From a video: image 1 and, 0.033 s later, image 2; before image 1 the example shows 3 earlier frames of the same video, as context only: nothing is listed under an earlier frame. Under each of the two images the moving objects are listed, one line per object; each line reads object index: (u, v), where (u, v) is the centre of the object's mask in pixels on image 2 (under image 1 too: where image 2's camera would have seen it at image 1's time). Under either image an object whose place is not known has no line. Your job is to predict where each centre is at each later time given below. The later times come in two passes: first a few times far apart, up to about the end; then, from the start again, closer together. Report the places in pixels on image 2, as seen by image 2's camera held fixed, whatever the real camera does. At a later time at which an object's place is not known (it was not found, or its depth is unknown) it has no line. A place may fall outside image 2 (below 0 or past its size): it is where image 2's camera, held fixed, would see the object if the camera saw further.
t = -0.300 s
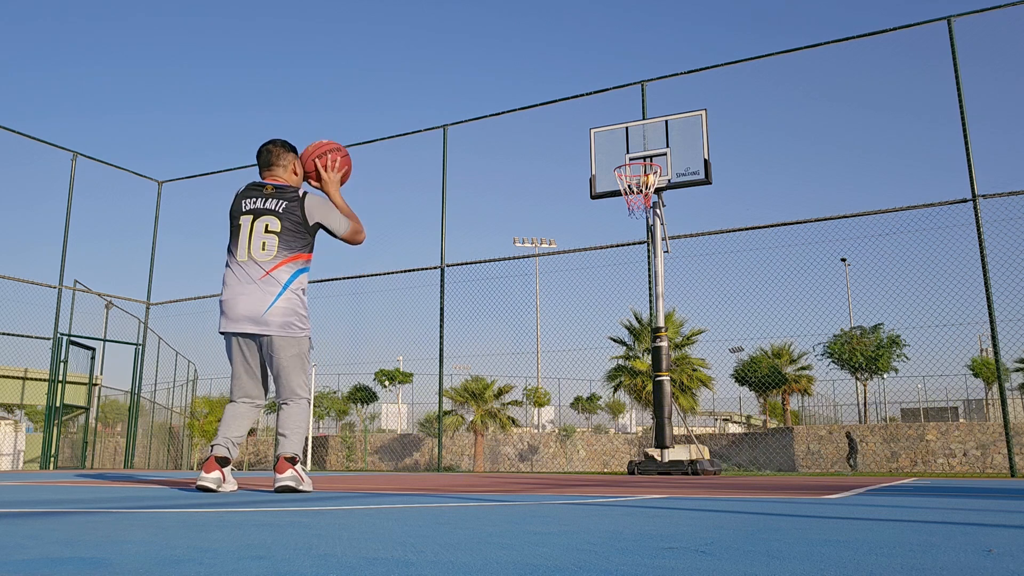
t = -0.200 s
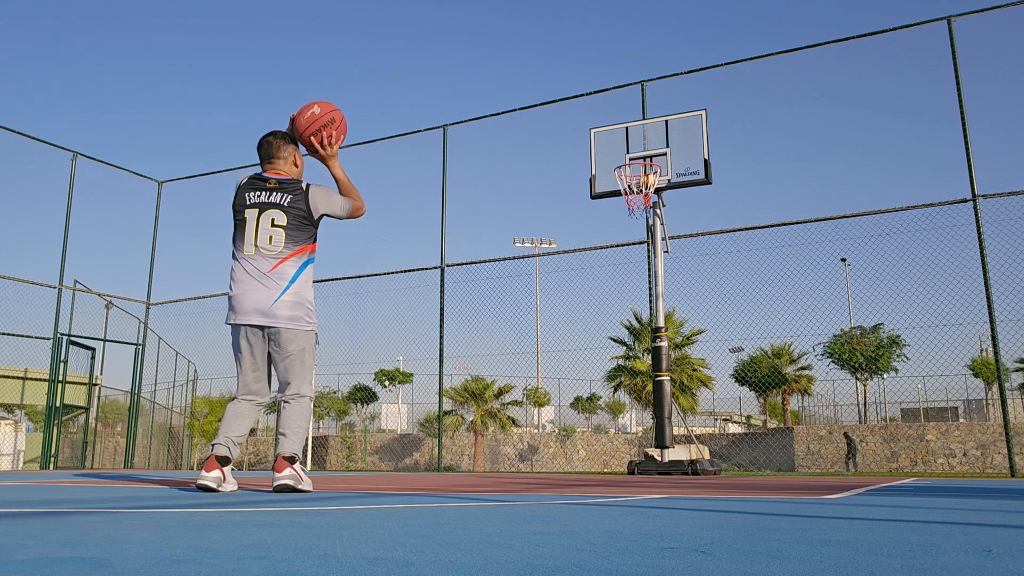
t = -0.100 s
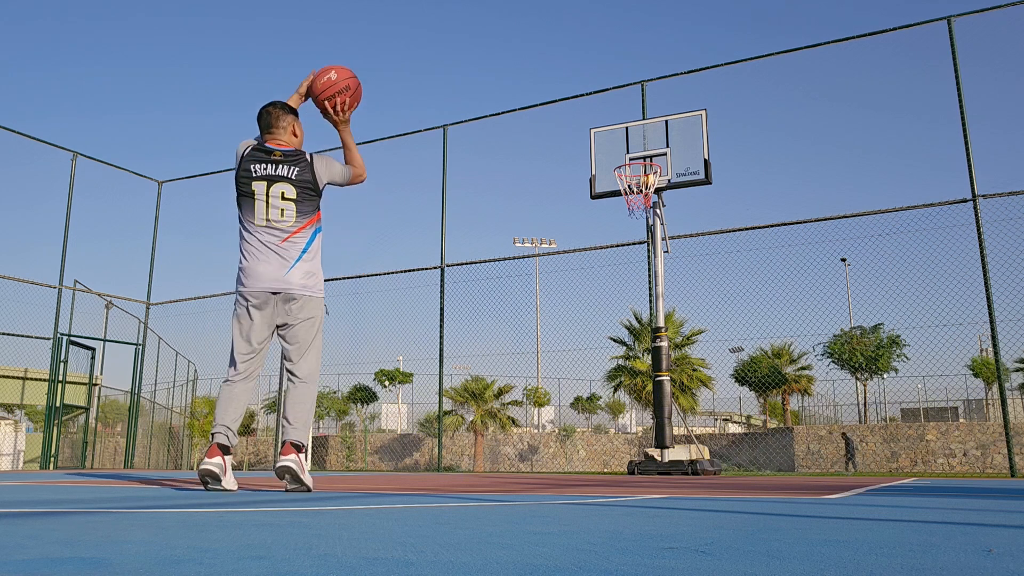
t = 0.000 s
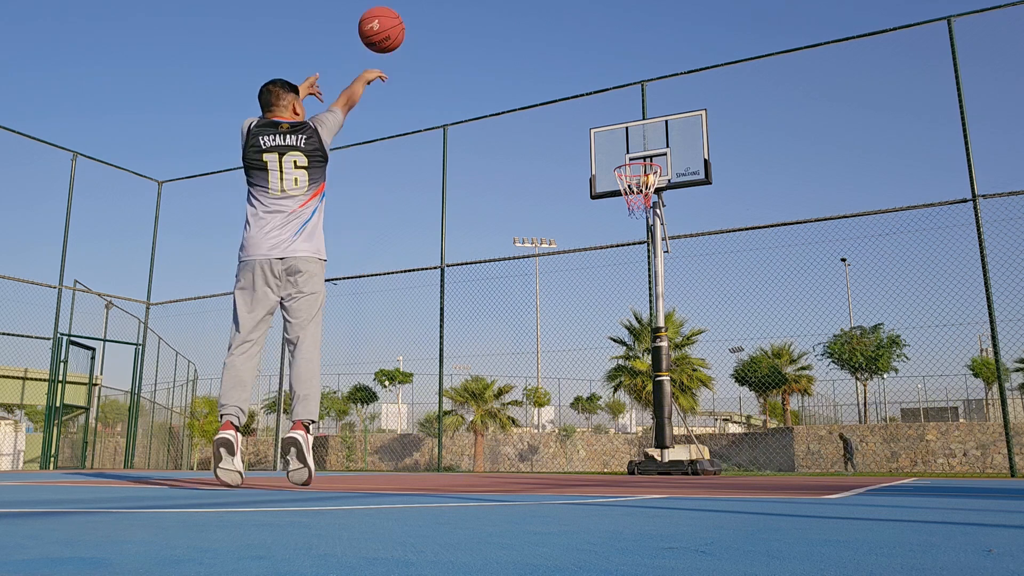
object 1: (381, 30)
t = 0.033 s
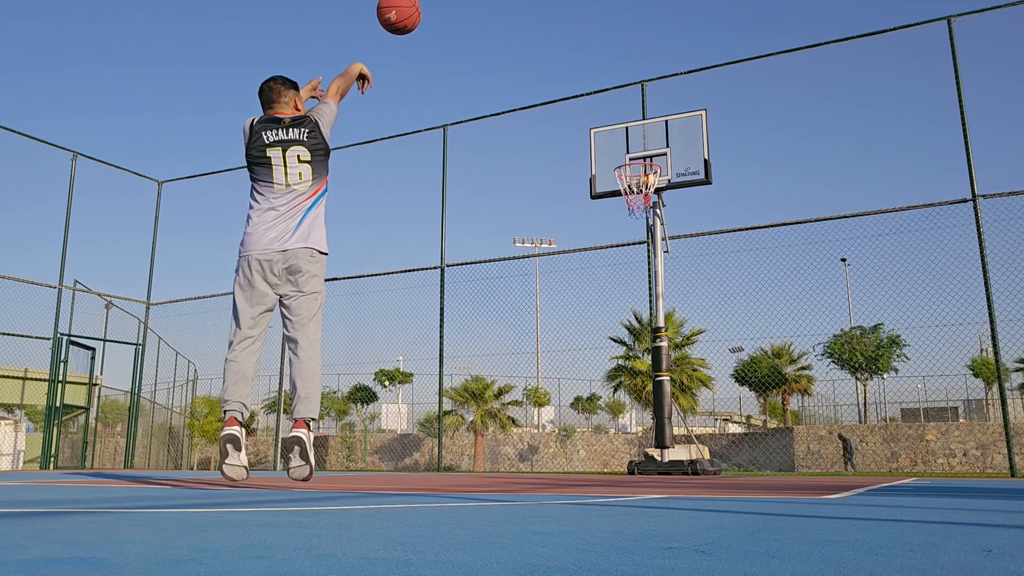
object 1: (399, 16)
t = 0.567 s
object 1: (563, 4)
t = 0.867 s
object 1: (614, 99)
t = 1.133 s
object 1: (645, 204)
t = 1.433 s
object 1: (667, 298)
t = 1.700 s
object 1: (691, 460)
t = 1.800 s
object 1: (692, 416)
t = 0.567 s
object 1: (563, 4)
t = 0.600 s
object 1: (569, 8)
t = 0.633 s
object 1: (576, 13)
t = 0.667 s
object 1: (581, 24)
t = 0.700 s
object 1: (587, 35)
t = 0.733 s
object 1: (593, 46)
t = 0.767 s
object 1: (598, 59)
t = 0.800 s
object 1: (604, 72)
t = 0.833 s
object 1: (609, 85)
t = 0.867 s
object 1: (614, 99)
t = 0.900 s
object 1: (619, 114)
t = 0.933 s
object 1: (624, 130)
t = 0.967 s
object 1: (628, 146)
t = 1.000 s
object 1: (633, 161)
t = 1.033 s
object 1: (637, 179)
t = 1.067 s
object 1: (639, 191)
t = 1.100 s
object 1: (643, 198)
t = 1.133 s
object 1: (645, 204)
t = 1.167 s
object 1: (647, 210)
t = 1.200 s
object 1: (649, 218)
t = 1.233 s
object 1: (652, 226)
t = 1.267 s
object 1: (654, 235)
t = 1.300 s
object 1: (657, 246)
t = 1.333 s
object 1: (659, 257)
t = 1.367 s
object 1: (662, 269)
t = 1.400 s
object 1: (664, 283)
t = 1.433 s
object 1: (667, 298)
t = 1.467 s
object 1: (670, 314)
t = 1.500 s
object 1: (673, 331)
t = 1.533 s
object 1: (675, 349)
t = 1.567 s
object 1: (678, 368)
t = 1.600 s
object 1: (681, 389)
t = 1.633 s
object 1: (684, 411)
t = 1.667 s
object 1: (687, 435)
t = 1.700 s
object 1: (691, 460)
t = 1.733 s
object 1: (691, 454)
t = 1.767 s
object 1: (692, 435)
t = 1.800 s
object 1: (692, 416)
